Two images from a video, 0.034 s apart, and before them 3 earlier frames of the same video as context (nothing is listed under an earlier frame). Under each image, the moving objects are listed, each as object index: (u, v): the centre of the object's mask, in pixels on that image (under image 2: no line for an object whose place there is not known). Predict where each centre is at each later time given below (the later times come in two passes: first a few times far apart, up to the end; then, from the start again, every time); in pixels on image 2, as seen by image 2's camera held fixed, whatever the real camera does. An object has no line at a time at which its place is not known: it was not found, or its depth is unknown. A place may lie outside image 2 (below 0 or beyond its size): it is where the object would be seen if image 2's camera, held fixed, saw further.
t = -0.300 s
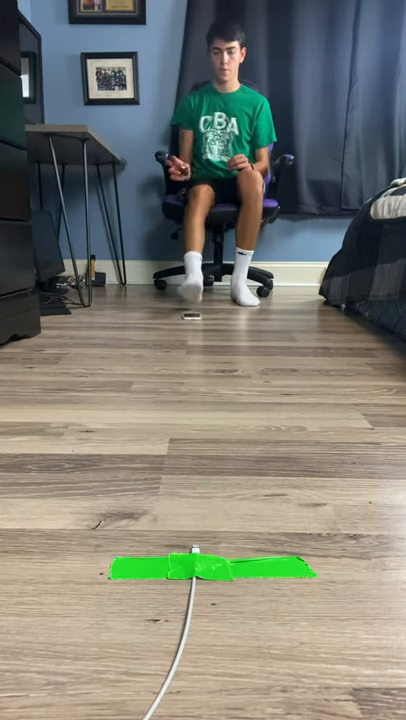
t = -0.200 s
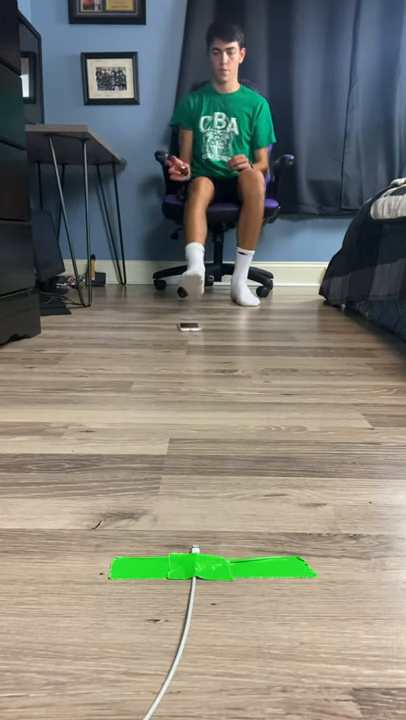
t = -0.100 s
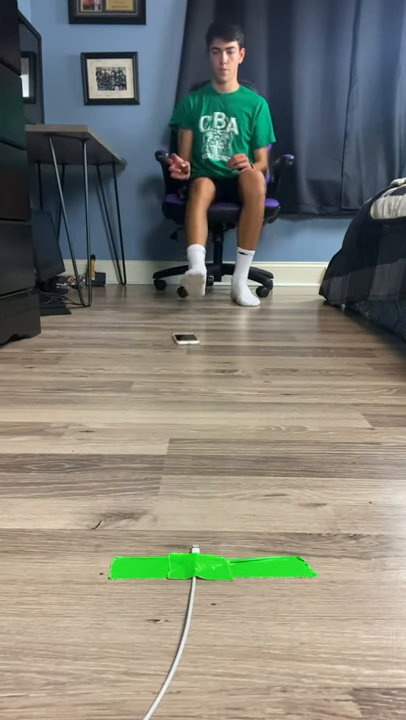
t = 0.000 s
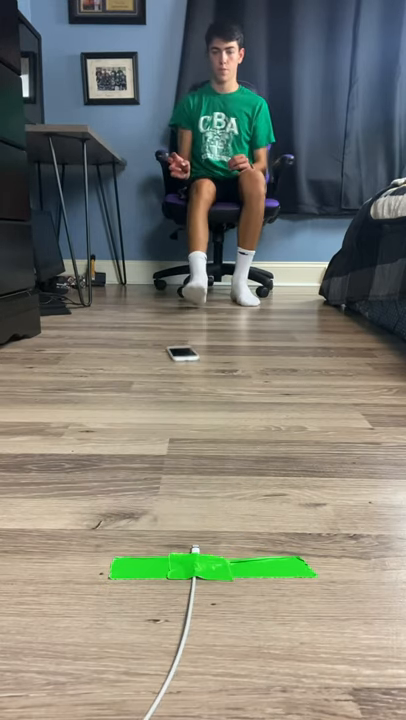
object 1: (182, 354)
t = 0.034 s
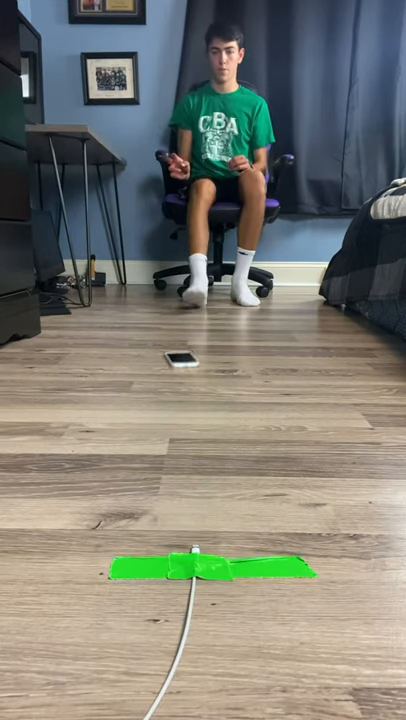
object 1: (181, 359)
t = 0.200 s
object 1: (175, 396)
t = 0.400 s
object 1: (169, 463)
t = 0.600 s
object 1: (135, 513)
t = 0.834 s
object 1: (77, 508)
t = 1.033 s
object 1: (73, 507)
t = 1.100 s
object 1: (73, 507)
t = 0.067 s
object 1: (180, 365)
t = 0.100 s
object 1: (179, 372)
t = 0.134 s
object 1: (177, 379)
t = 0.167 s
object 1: (176, 387)
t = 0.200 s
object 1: (175, 396)
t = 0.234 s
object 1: (173, 404)
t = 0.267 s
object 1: (173, 414)
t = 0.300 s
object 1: (172, 425)
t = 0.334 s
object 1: (171, 437)
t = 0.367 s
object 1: (170, 450)
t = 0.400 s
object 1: (169, 463)
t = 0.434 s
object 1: (167, 480)
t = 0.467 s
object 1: (166, 497)
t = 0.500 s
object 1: (165, 516)
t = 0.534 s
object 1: (160, 517)
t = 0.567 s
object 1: (148, 515)
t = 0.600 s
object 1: (135, 513)
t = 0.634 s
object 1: (123, 512)
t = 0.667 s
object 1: (112, 512)
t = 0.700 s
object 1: (102, 511)
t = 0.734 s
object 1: (93, 511)
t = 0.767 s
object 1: (87, 510)
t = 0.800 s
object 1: (81, 509)
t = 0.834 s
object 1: (77, 508)
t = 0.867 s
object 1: (74, 507)
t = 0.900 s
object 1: (73, 507)
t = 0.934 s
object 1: (73, 507)
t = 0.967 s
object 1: (73, 507)
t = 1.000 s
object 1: (73, 507)
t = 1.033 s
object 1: (73, 507)
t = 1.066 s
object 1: (73, 507)
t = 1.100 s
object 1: (73, 507)
